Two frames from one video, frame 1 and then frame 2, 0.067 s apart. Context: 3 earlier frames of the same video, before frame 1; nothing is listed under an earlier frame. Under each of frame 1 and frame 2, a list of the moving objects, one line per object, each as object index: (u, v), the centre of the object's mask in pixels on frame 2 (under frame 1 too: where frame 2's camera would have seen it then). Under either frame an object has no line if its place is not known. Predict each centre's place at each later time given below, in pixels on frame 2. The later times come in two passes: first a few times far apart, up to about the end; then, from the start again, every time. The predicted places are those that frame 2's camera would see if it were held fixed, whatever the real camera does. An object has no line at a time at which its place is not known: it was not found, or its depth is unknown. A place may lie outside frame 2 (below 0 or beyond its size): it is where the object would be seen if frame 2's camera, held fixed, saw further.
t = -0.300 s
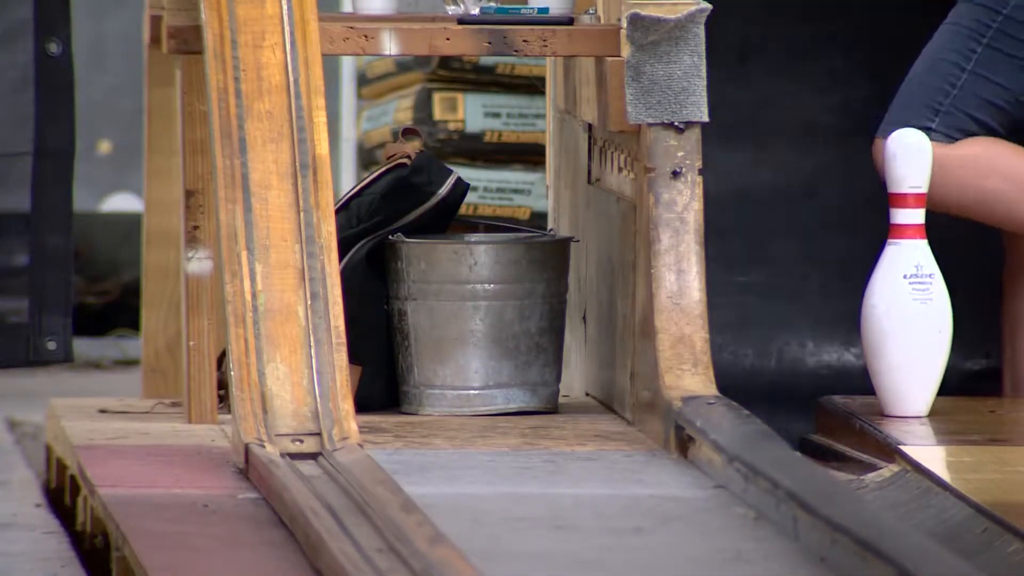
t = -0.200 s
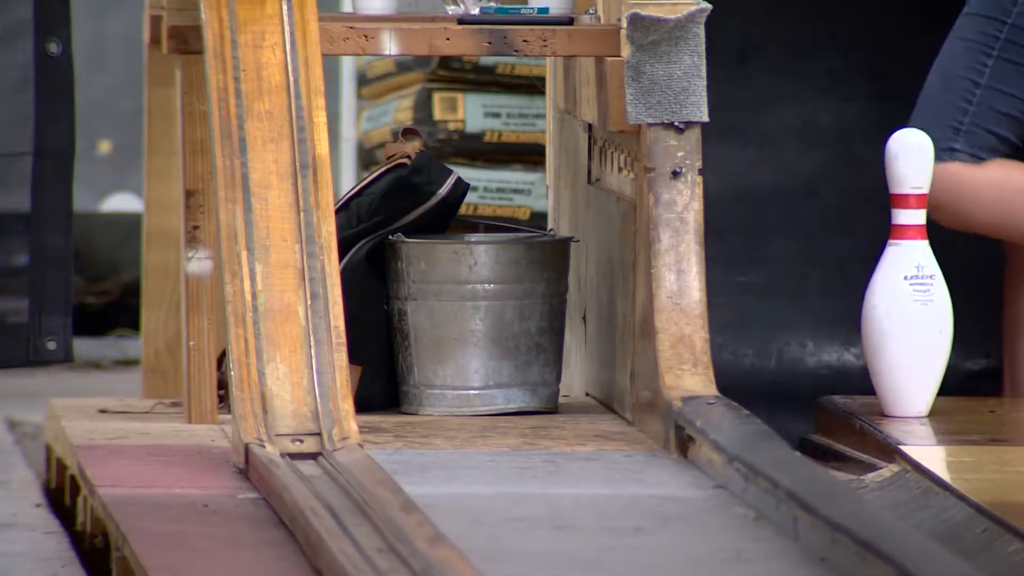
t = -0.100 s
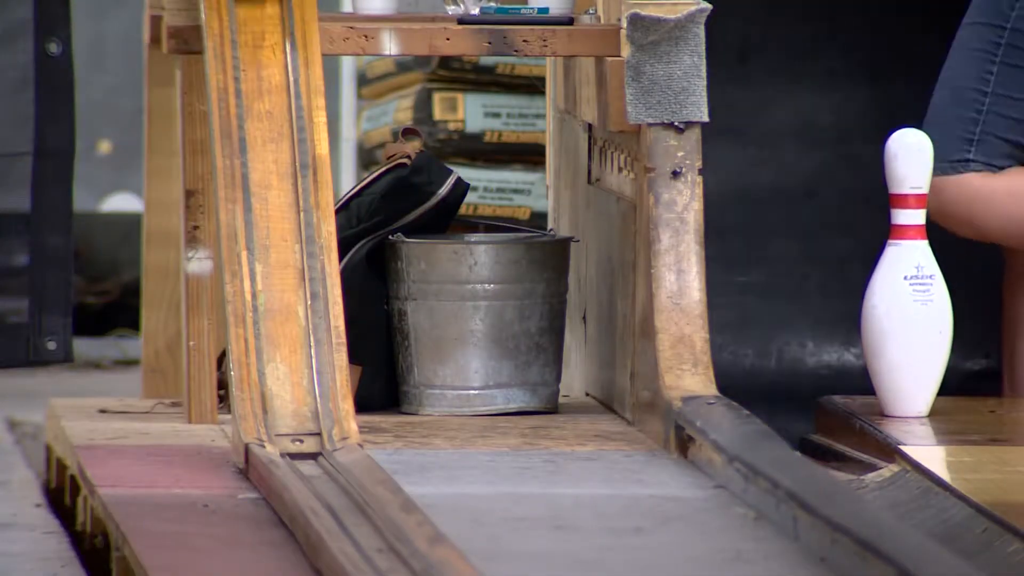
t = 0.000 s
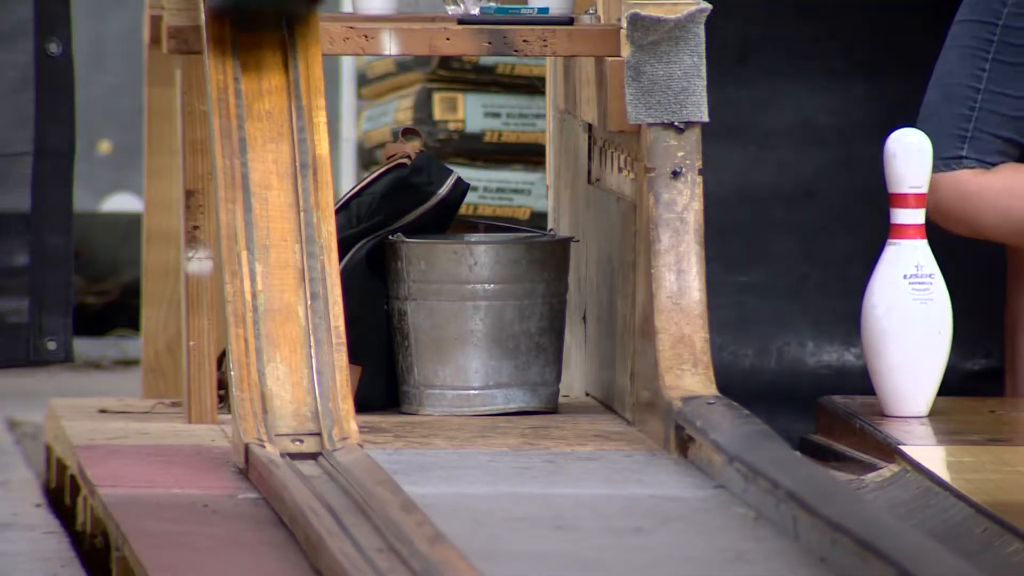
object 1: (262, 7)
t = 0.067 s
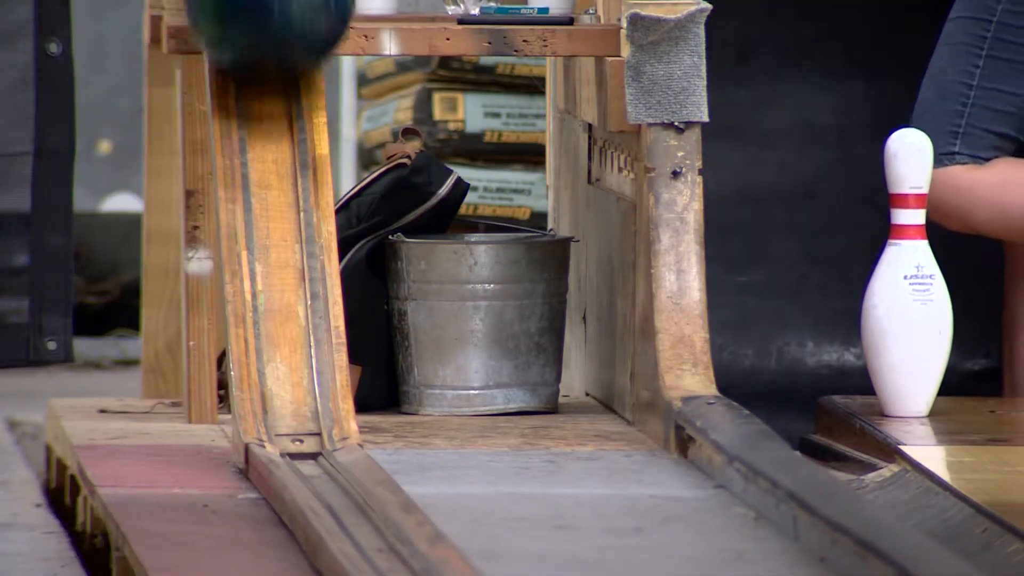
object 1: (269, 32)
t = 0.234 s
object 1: (284, 194)
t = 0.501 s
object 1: (310, 370)
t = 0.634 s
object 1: (336, 389)
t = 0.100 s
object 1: (272, 52)
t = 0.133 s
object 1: (275, 71)
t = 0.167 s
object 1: (278, 106)
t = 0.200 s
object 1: (281, 150)
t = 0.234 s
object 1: (284, 194)
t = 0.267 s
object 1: (290, 239)
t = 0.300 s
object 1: (293, 282)
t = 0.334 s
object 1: (297, 320)
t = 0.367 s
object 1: (300, 349)
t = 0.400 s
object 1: (305, 362)
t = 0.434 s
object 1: (306, 367)
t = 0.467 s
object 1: (307, 370)
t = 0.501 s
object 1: (310, 370)
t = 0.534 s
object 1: (314, 377)
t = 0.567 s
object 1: (320, 382)
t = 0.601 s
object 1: (329, 386)
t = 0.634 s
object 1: (336, 389)
